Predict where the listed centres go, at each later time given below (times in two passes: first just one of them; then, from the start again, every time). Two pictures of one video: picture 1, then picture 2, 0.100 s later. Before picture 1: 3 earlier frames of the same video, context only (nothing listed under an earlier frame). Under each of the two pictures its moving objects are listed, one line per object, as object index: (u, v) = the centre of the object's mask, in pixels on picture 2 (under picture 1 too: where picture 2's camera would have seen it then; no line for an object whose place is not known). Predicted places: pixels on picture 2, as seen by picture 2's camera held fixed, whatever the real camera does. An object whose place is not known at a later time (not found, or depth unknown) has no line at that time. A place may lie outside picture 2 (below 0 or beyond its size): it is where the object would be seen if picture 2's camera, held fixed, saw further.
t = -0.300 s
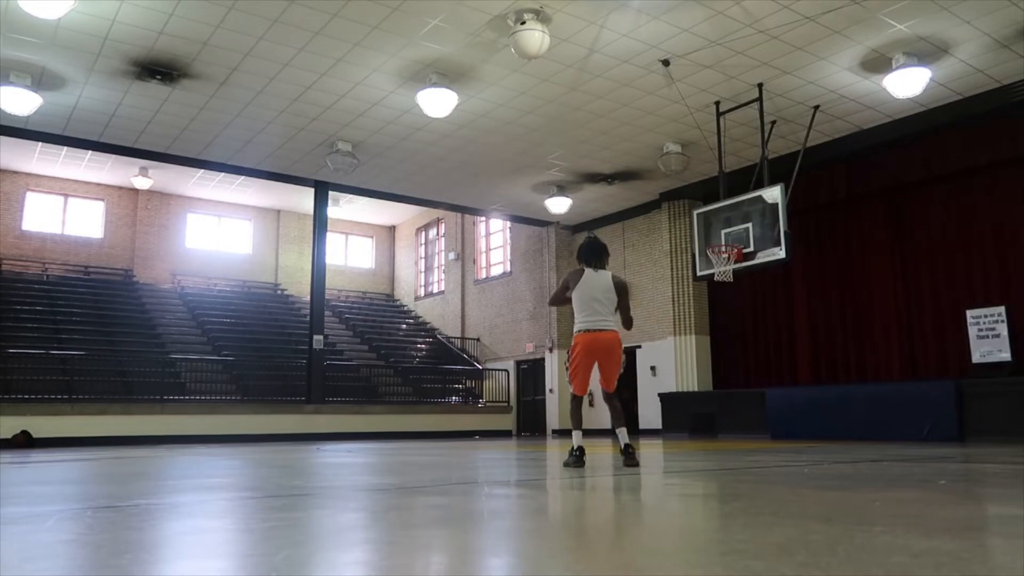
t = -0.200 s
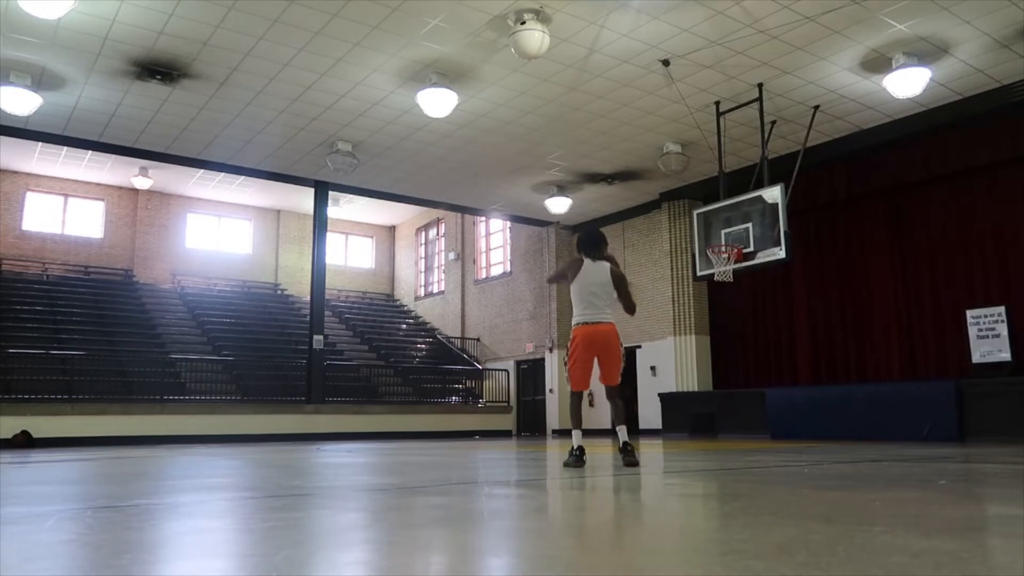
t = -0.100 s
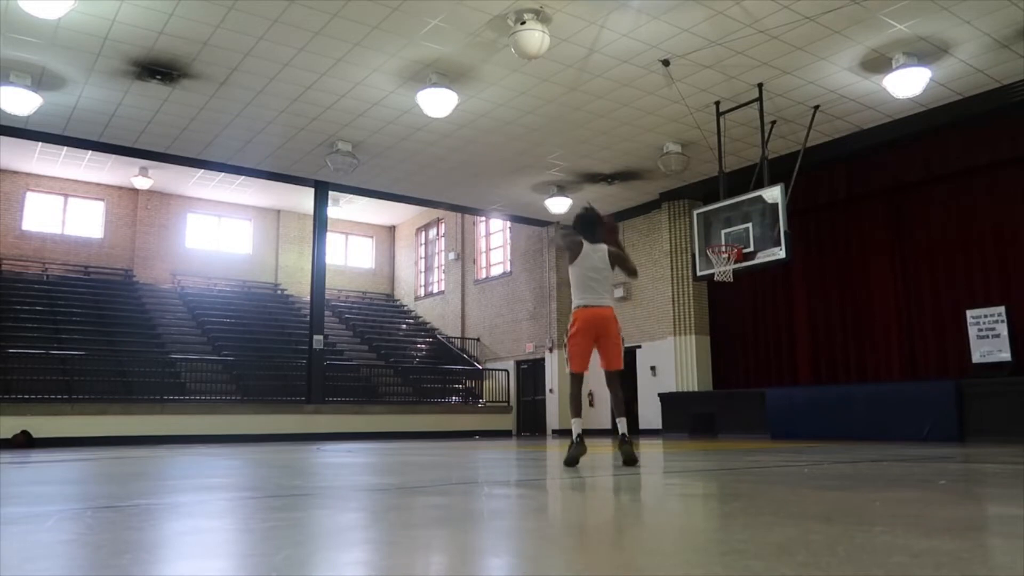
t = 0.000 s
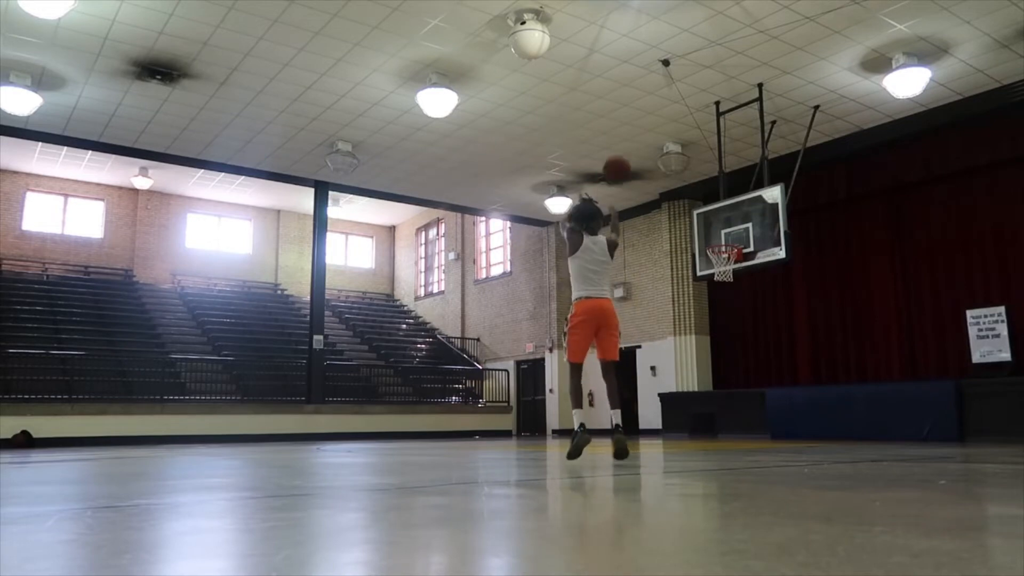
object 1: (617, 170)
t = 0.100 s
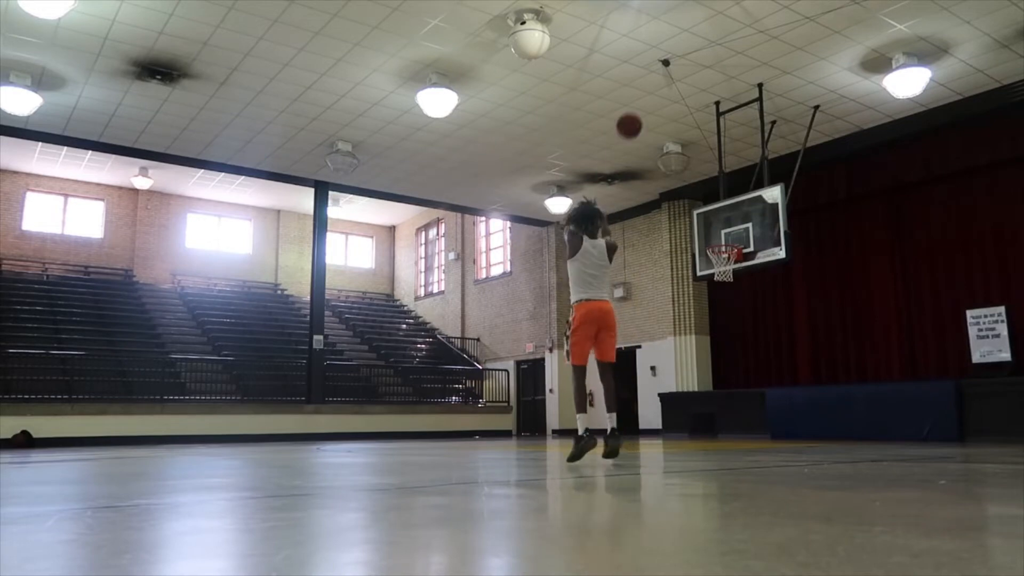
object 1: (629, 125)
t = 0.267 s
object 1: (646, 85)
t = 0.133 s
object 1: (633, 115)
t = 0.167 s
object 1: (636, 105)
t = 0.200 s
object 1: (640, 97)
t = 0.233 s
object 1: (643, 91)
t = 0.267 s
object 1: (646, 85)
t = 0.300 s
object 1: (649, 81)
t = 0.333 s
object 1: (652, 78)
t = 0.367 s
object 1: (655, 76)
